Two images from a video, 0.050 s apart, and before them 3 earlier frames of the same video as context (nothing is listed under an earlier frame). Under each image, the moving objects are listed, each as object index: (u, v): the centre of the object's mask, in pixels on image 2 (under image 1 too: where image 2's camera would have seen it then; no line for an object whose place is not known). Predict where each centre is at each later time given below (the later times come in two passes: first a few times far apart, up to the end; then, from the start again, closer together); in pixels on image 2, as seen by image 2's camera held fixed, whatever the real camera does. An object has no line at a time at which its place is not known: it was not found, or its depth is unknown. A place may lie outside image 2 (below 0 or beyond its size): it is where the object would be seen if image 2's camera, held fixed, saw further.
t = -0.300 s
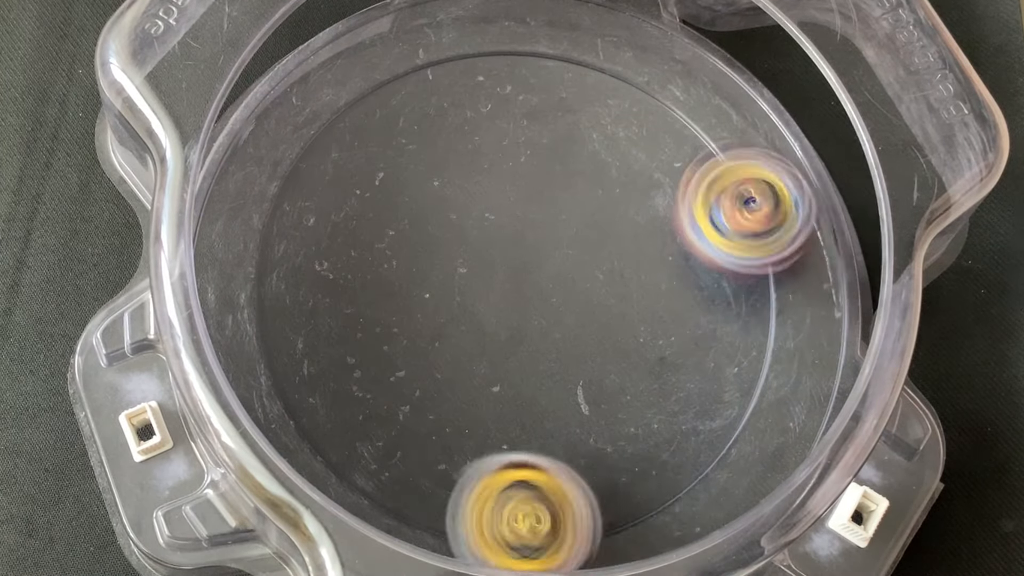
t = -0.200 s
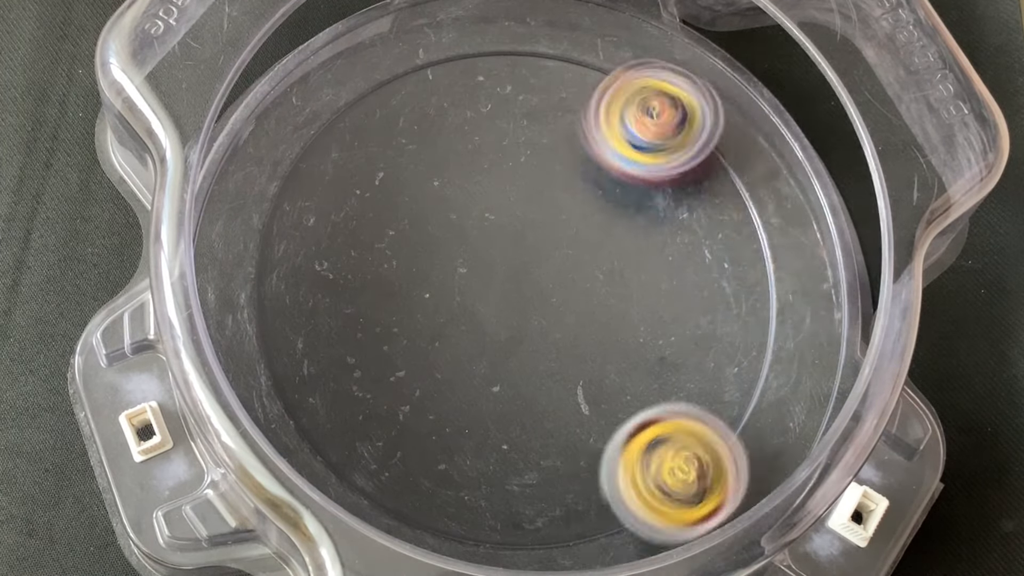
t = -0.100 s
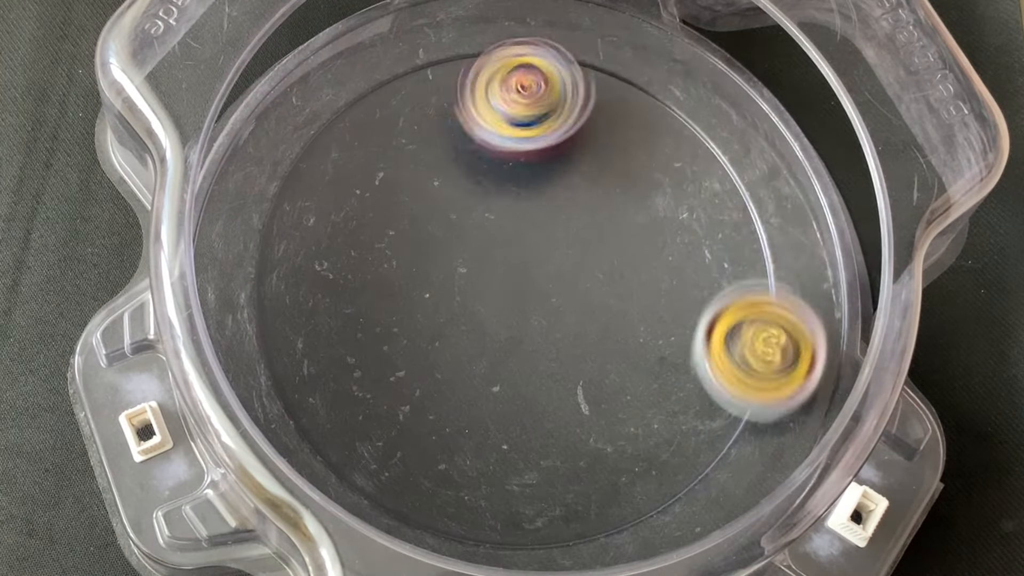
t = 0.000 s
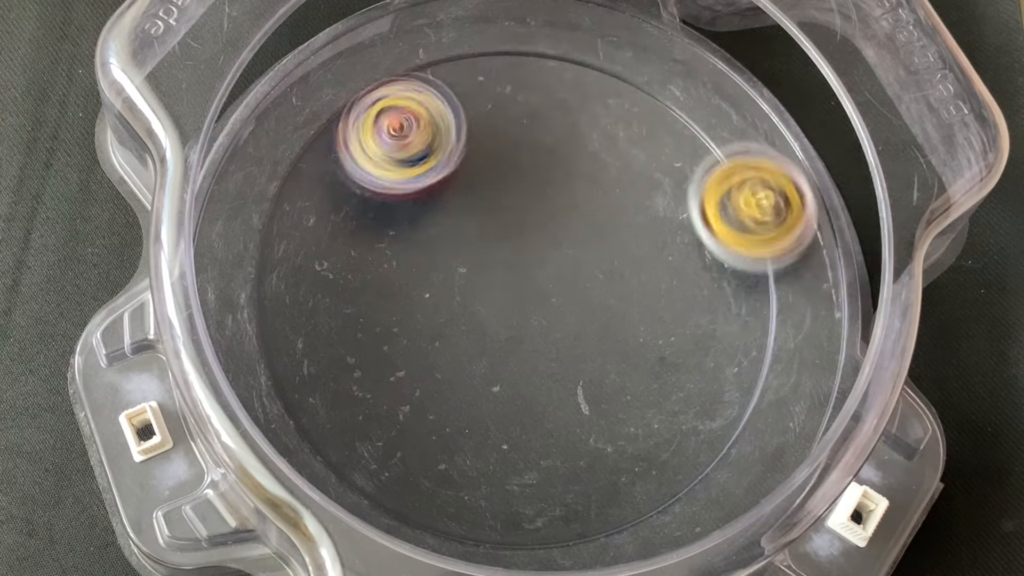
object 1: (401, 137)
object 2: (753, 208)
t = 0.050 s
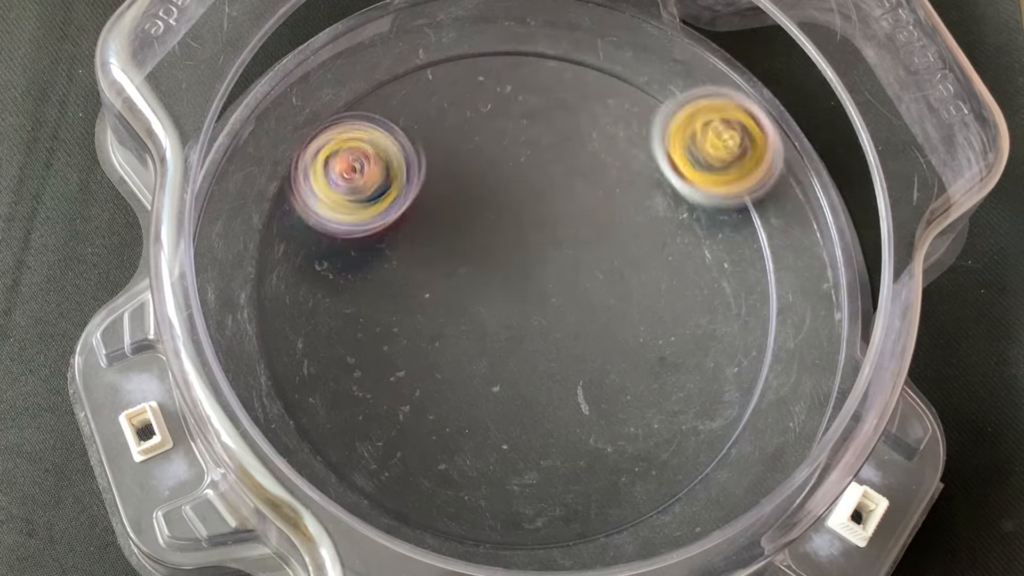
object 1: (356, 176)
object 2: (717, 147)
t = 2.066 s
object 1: (397, 189)
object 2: (762, 284)
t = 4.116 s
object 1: (423, 166)
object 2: (663, 459)
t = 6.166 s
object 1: (507, 143)
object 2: (513, 474)
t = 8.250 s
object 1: (561, 171)
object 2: (518, 443)
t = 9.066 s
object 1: (636, 285)
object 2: (361, 332)
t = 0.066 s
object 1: (344, 193)
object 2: (701, 129)
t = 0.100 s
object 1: (324, 229)
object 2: (667, 98)
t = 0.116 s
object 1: (315, 248)
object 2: (645, 85)
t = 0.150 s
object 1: (306, 289)
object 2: (603, 65)
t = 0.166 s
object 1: (305, 310)
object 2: (579, 57)
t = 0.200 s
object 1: (313, 353)
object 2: (531, 49)
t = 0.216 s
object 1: (320, 374)
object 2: (507, 49)
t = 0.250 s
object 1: (342, 412)
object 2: (458, 54)
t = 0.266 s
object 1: (356, 429)
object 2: (435, 61)
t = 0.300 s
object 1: (390, 456)
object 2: (390, 78)
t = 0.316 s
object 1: (410, 467)
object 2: (369, 89)
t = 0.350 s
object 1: (454, 480)
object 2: (333, 119)
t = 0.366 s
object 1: (476, 483)
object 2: (317, 138)
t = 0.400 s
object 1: (519, 482)
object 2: (293, 179)
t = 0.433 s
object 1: (562, 473)
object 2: (274, 224)
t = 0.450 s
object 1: (582, 465)
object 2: (270, 248)
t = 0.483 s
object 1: (617, 443)
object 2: (267, 295)
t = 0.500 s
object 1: (631, 429)
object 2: (271, 321)
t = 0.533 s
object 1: (654, 398)
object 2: (288, 366)
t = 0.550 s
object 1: (664, 381)
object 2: (299, 388)
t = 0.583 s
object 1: (676, 345)
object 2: (331, 427)
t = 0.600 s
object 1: (679, 327)
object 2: (348, 444)
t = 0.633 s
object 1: (679, 292)
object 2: (391, 475)
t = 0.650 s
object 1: (676, 275)
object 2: (412, 487)
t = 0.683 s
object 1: (668, 237)
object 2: (460, 504)
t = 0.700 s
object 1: (661, 219)
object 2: (484, 509)
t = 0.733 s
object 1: (641, 185)
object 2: (535, 513)
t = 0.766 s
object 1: (619, 156)
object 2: (585, 509)
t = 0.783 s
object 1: (606, 143)
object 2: (607, 504)
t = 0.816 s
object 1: (576, 123)
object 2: (653, 487)
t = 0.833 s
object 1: (562, 115)
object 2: (671, 475)
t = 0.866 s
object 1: (530, 104)
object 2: (704, 442)
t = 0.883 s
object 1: (514, 101)
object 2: (717, 425)
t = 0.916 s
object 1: (481, 100)
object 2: (740, 384)
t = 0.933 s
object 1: (466, 102)
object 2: (748, 364)
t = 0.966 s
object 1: (434, 112)
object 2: (758, 320)
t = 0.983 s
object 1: (416, 119)
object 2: (760, 300)
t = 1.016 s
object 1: (388, 137)
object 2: (759, 256)
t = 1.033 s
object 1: (376, 149)
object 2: (755, 236)
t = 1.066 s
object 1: (357, 173)
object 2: (740, 194)
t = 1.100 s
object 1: (345, 204)
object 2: (719, 157)
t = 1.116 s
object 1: (341, 221)
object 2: (706, 139)
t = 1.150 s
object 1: (340, 255)
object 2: (676, 110)
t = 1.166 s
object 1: (342, 274)
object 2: (658, 98)
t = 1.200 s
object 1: (353, 309)
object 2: (621, 78)
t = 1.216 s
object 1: (363, 326)
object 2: (600, 71)
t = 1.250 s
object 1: (384, 357)
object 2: (556, 61)
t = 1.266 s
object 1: (398, 370)
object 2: (533, 58)
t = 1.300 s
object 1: (431, 393)
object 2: (487, 58)
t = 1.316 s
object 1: (447, 401)
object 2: (463, 61)
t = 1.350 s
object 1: (484, 415)
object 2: (419, 71)
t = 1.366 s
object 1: (503, 419)
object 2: (397, 80)
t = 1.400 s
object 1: (539, 421)
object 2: (357, 101)
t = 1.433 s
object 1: (577, 417)
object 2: (322, 131)
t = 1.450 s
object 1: (595, 413)
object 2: (308, 147)
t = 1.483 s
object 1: (626, 400)
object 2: (286, 188)
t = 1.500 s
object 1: (642, 391)
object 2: (279, 210)
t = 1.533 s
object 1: (669, 370)
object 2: (271, 257)
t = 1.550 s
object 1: (680, 357)
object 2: (269, 280)
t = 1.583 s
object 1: (700, 330)
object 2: (274, 329)
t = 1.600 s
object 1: (705, 315)
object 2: (280, 352)
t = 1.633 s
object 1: (712, 284)
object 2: (304, 394)
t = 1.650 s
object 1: (714, 268)
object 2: (319, 414)
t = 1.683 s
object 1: (709, 236)
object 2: (354, 446)
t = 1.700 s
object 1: (704, 222)
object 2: (374, 461)
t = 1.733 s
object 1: (690, 194)
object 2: (416, 483)
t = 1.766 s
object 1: (669, 172)
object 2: (463, 500)
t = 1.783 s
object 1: (657, 161)
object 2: (487, 504)
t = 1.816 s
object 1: (630, 141)
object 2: (538, 508)
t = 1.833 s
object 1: (613, 135)
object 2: (562, 506)
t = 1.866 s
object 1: (581, 124)
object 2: (611, 495)
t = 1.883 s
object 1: (564, 122)
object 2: (633, 487)
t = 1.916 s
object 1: (530, 123)
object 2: (674, 461)
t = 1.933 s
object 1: (513, 125)
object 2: (694, 447)
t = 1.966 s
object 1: (478, 133)
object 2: (726, 413)
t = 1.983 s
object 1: (462, 139)
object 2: (739, 393)
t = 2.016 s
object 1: (433, 155)
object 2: (759, 352)
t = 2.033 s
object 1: (420, 167)
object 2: (762, 330)
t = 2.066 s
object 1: (397, 189)
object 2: (762, 284)
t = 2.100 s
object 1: (380, 216)
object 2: (754, 239)
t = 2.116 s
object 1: (373, 231)
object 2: (747, 217)
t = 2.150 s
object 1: (362, 261)
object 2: (728, 178)
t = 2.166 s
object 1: (360, 277)
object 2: (716, 159)
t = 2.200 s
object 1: (359, 308)
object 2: (685, 126)
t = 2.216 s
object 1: (361, 324)
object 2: (669, 113)
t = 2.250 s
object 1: (369, 353)
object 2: (631, 89)
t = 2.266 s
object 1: (375, 369)
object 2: (612, 80)
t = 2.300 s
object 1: (393, 395)
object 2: (570, 66)
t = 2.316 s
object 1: (404, 408)
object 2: (546, 61)
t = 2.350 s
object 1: (431, 428)
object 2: (503, 58)
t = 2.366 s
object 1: (446, 436)
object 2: (480, 59)
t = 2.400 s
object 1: (478, 447)
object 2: (436, 66)
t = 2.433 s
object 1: (513, 453)
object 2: (394, 81)
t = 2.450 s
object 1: (531, 452)
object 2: (374, 91)
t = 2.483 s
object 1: (566, 445)
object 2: (339, 115)
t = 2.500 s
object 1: (583, 439)
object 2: (323, 131)
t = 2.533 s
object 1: (615, 420)
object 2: (296, 165)
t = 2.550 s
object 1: (629, 408)
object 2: (286, 185)
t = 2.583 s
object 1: (650, 380)
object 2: (272, 229)
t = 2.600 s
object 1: (658, 364)
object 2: (268, 251)
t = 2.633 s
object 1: (669, 330)
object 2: (268, 297)
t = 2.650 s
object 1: (672, 314)
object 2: (271, 321)
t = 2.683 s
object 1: (671, 279)
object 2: (287, 364)
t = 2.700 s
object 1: (668, 262)
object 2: (298, 385)
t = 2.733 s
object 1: (657, 228)
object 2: (326, 424)
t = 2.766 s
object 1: (641, 199)
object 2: (362, 457)
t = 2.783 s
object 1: (631, 185)
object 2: (383, 472)
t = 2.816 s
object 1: (610, 161)
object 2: (425, 494)
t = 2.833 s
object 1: (597, 150)
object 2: (450, 502)
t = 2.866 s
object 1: (571, 134)
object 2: (499, 513)
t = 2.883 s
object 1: (557, 127)
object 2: (522, 515)
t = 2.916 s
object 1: (530, 116)
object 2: (570, 512)
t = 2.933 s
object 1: (514, 113)
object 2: (594, 508)
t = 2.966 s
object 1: (486, 110)
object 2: (638, 493)
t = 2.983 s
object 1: (472, 110)
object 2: (659, 482)
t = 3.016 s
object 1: (443, 116)
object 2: (697, 453)
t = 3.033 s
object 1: (428, 119)
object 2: (713, 436)
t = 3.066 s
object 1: (403, 131)
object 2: (739, 399)
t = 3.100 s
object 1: (379, 150)
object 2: (757, 357)
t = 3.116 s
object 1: (368, 159)
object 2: (763, 335)
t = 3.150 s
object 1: (352, 184)
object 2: (767, 292)
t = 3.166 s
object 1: (347, 199)
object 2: (765, 270)
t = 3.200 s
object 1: (339, 230)
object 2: (757, 227)
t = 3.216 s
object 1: (339, 247)
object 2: (749, 207)
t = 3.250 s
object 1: (344, 282)
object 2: (729, 169)
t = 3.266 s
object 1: (349, 299)
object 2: (716, 151)
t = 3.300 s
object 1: (366, 332)
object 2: (688, 121)
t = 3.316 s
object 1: (379, 348)
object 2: (671, 107)
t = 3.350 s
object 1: (407, 372)
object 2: (633, 85)
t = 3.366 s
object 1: (423, 381)
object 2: (614, 76)
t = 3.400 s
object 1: (454, 396)
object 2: (573, 63)
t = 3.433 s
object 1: (489, 404)
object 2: (529, 56)
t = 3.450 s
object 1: (507, 408)
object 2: (508, 54)
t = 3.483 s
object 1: (542, 408)
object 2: (465, 57)
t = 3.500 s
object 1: (561, 406)
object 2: (444, 62)
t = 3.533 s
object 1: (594, 399)
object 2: (403, 76)
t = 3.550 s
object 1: (610, 392)
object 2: (385, 85)
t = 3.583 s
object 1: (640, 376)
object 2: (350, 108)
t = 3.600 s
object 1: (654, 366)
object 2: (334, 123)
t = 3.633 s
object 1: (676, 343)
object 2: (307, 155)
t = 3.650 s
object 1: (685, 331)
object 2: (296, 171)
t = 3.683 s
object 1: (700, 303)
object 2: (280, 210)
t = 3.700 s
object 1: (704, 290)
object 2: (273, 232)
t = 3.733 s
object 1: (707, 259)
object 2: (268, 273)
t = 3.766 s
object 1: (704, 230)
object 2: (272, 317)
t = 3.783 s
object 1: (699, 215)
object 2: (277, 340)
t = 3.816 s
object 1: (686, 187)
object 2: (295, 381)
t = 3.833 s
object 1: (676, 174)
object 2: (307, 399)
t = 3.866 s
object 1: (653, 152)
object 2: (339, 435)
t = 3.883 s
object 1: (641, 142)
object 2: (357, 451)
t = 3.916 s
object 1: (612, 128)
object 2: (396, 477)
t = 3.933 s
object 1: (595, 121)
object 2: (418, 487)
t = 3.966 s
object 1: (563, 116)
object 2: (465, 501)
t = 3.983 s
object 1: (545, 117)
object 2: (489, 506)
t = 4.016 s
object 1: (511, 120)
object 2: (536, 508)
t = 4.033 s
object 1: (495, 124)
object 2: (559, 505)
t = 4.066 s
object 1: (462, 136)
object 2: (604, 493)
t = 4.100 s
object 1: (435, 153)
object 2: (645, 472)
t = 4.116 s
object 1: (423, 166)
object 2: (663, 459)
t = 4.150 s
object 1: (401, 188)
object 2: (695, 427)
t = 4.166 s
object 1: (391, 200)
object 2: (709, 409)
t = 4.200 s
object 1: (376, 226)
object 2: (731, 370)
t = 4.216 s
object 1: (369, 242)
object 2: (737, 350)
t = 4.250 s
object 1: (360, 271)
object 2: (746, 309)
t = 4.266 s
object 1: (359, 286)
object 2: (747, 288)
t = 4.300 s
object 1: (360, 316)
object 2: (741, 245)
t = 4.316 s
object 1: (361, 331)
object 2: (736, 225)
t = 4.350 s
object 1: (370, 360)
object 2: (719, 186)
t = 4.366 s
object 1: (377, 373)
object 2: (709, 169)
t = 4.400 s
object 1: (394, 398)
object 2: (682, 137)
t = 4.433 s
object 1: (415, 420)
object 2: (648, 110)
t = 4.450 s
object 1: (428, 429)
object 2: (631, 99)
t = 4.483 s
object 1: (457, 444)
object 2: (593, 81)
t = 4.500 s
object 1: (474, 450)
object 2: (573, 75)
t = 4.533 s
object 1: (508, 455)
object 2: (532, 67)
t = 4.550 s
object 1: (526, 454)
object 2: (510, 65)
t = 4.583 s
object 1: (560, 448)
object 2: (469, 67)
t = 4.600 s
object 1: (577, 442)
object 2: (449, 70)
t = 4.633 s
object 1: (607, 423)
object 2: (411, 83)
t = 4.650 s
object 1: (619, 412)
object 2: (393, 92)
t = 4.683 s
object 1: (640, 384)
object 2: (359, 115)
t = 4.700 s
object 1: (649, 369)
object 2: (344, 129)
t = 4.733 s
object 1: (661, 336)
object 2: (319, 158)
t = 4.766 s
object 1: (665, 303)
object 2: (299, 194)
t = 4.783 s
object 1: (663, 286)
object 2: (292, 214)
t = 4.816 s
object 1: (658, 254)
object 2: (283, 255)
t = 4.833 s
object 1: (655, 238)
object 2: (282, 275)
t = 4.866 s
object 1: (641, 209)
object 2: (286, 317)
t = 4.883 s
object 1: (633, 194)
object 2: (292, 337)
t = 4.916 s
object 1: (614, 169)
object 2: (310, 377)
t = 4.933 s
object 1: (603, 158)
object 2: (321, 396)
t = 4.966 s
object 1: (580, 138)
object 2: (351, 429)
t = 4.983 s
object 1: (567, 129)
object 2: (367, 444)
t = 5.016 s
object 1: (540, 114)
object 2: (407, 467)
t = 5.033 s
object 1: (527, 111)
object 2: (428, 476)
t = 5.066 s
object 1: (499, 104)
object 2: (473, 488)
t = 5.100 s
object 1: (471, 103)
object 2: (518, 491)
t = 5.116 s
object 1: (457, 103)
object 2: (541, 490)
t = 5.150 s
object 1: (431, 110)
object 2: (584, 481)
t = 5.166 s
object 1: (418, 116)
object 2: (605, 474)
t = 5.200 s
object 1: (393, 131)
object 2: (643, 453)
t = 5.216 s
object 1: (382, 140)
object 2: (661, 440)
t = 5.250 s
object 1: (364, 163)
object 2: (692, 411)
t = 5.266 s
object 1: (357, 176)
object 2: (704, 394)
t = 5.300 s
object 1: (346, 205)
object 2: (724, 359)
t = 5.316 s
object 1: (343, 221)
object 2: (730, 340)
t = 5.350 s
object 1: (345, 253)
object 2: (737, 300)
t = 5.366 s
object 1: (349, 270)
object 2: (738, 279)
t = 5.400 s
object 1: (362, 302)
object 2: (731, 239)
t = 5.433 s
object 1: (380, 332)
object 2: (718, 201)
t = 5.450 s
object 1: (391, 346)
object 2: (708, 184)
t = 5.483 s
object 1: (419, 370)
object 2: (685, 152)
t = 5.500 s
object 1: (433, 378)
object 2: (671, 139)
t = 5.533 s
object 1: (465, 392)
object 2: (639, 115)
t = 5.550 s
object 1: (482, 398)
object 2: (622, 106)
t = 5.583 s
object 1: (515, 406)
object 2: (584, 91)
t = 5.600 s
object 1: (532, 407)
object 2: (564, 86)
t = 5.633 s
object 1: (564, 408)
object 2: (524, 80)
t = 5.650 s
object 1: (581, 406)
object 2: (504, 80)
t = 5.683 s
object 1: (612, 397)
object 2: (466, 84)
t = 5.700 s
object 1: (626, 392)
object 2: (447, 89)
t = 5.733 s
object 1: (651, 376)
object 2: (411, 104)
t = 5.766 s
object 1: (673, 357)
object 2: (379, 125)
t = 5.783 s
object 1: (683, 347)
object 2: (365, 139)
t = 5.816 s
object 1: (698, 325)
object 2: (340, 168)
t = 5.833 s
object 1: (702, 311)
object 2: (330, 185)
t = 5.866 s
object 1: (708, 285)
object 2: (315, 221)
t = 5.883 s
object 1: (708, 270)
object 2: (311, 239)
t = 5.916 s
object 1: (704, 241)
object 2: (307, 278)
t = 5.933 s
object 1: (699, 228)
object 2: (308, 298)
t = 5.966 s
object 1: (684, 201)
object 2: (317, 336)
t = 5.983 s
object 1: (673, 188)
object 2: (325, 356)
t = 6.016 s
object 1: (649, 167)
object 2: (346, 392)
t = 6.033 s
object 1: (635, 160)
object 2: (359, 407)
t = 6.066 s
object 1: (606, 146)
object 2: (392, 435)
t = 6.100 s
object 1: (573, 140)
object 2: (429, 456)
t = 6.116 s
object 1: (556, 140)
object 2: (449, 463)
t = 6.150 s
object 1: (523, 142)
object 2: (491, 472)
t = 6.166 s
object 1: (507, 143)
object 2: (513, 474)
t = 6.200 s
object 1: (475, 152)
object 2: (554, 471)
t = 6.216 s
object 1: (461, 160)
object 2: (575, 467)
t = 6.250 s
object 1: (435, 174)
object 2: (613, 453)
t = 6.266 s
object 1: (422, 184)
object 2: (631, 443)
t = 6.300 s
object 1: (401, 204)
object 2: (663, 419)
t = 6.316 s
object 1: (391, 215)
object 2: (677, 405)
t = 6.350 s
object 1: (375, 238)
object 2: (699, 372)
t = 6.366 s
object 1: (369, 251)
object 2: (708, 355)
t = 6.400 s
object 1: (358, 277)
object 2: (719, 319)
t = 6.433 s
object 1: (354, 305)
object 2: (722, 282)
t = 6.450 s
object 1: (354, 318)
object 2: (720, 263)
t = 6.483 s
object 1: (359, 344)
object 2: (710, 227)
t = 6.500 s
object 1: (362, 357)
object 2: (702, 209)
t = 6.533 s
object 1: (375, 381)
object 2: (682, 178)
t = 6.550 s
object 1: (383, 391)
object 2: (669, 164)
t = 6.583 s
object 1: (403, 411)
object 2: (640, 140)
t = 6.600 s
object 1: (416, 420)
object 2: (624, 130)
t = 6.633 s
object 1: (446, 432)
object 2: (590, 114)
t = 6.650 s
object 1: (461, 437)
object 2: (571, 108)
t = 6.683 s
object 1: (496, 438)
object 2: (534, 101)
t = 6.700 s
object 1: (512, 437)
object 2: (515, 100)
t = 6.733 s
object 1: (547, 428)
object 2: (478, 103)
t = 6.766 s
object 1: (577, 410)
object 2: (442, 112)
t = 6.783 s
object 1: (590, 400)
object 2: (425, 119)
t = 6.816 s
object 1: (612, 375)
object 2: (394, 139)
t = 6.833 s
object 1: (620, 362)
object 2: (380, 151)
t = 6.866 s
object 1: (634, 333)
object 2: (356, 178)
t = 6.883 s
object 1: (638, 317)
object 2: (346, 194)
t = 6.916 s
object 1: (643, 286)
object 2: (331, 227)
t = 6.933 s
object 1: (644, 271)
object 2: (326, 245)
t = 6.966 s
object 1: (641, 241)
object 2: (323, 282)
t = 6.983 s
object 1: (638, 227)
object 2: (324, 300)
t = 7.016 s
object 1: (630, 201)
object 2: (332, 337)
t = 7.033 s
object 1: (623, 188)
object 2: (340, 356)
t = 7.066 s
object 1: (610, 165)
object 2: (360, 389)
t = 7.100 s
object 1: (592, 144)
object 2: (388, 417)
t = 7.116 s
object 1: (584, 135)
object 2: (404, 429)
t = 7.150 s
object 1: (562, 118)
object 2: (440, 448)
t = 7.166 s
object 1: (551, 114)
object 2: (458, 454)
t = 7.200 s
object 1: (528, 103)
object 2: (497, 461)
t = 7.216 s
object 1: (515, 100)
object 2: (517, 462)
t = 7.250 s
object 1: (490, 97)
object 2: (555, 458)
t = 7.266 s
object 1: (478, 99)
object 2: (574, 453)
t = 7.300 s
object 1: (453, 105)
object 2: (609, 438)
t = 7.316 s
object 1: (439, 112)
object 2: (625, 428)
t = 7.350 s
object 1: (417, 128)
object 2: (653, 403)
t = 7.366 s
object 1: (406, 137)
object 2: (666, 389)
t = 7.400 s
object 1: (389, 162)
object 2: (685, 358)
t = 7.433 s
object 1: (379, 191)
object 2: (698, 324)
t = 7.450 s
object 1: (378, 206)
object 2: (701, 306)
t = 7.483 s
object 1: (377, 237)
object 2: (701, 271)
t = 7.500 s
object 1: (379, 252)
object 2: (697, 253)
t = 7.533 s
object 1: (388, 284)
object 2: (686, 219)
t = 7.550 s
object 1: (393, 298)
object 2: (677, 204)
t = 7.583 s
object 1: (408, 325)
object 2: (655, 175)
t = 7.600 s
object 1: (419, 336)
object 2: (642, 162)
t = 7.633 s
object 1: (439, 359)
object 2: (614, 141)
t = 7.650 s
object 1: (453, 369)
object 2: (598, 133)
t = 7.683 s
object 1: (479, 386)
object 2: (565, 121)
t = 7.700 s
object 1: (492, 392)
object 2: (547, 117)
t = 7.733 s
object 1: (519, 405)
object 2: (512, 113)
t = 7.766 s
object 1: (550, 412)
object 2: (478, 116)
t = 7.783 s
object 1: (564, 412)
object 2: (461, 120)
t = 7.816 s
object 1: (593, 412)
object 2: (429, 132)
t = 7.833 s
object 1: (608, 411)
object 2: (414, 140)
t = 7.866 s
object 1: (634, 402)
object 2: (387, 161)
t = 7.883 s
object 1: (645, 397)
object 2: (375, 173)
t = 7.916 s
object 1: (668, 382)
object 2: (355, 200)
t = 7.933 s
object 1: (676, 372)
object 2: (348, 215)
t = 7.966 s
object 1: (692, 350)
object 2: (337, 248)
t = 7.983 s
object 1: (698, 338)
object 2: (335, 265)
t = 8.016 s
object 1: (702, 310)
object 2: (336, 300)
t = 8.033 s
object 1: (701, 296)
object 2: (339, 317)
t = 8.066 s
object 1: (693, 268)
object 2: (352, 350)
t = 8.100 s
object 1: (678, 240)
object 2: (372, 381)
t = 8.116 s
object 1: (668, 229)
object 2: (385, 394)
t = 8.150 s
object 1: (646, 209)
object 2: (414, 417)
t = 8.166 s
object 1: (634, 201)
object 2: (431, 426)
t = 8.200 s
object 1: (605, 186)
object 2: (465, 438)
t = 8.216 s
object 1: (591, 179)
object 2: (483, 442)
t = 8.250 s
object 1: (561, 171)
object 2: (518, 443)
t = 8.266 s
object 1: (547, 168)
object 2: (535, 442)
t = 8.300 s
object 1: (518, 166)
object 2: (569, 434)
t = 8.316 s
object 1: (502, 166)
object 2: (585, 427)
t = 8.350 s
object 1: (474, 169)
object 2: (613, 409)
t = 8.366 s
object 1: (460, 171)
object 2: (626, 398)
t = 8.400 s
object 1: (434, 177)
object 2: (647, 374)
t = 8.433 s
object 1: (409, 187)
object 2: (665, 345)
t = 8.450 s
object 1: (399, 193)
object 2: (671, 329)
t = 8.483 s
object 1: (377, 208)
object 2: (678, 296)
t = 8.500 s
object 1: (369, 217)
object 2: (678, 280)
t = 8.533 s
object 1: (353, 235)
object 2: (673, 248)
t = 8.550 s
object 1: (346, 246)
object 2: (668, 233)
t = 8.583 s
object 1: (337, 268)
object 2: (653, 204)
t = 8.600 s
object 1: (334, 278)
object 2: (643, 190)
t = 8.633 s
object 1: (334, 302)
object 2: (620, 167)
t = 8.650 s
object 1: (338, 315)
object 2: (607, 157)
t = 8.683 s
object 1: (347, 340)
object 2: (579, 141)
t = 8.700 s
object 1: (355, 352)
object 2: (564, 135)
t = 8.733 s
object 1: (378, 373)
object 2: (532, 128)
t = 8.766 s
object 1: (405, 388)
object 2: (500, 128)
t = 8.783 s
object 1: (421, 394)
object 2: (484, 129)
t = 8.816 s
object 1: (453, 398)
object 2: (453, 137)
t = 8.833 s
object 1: (469, 397)
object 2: (438, 143)
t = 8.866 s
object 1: (502, 394)
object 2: (411, 159)
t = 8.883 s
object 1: (517, 389)
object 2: (399, 169)
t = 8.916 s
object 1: (548, 376)
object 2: (378, 192)
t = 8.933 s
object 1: (562, 369)
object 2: (370, 205)
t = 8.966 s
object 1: (586, 350)
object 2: (357, 235)
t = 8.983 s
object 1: (597, 341)
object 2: (354, 251)
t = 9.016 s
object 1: (615, 319)
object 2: (351, 283)
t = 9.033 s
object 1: (623, 307)
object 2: (352, 300)
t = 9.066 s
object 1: (636, 285)
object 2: (361, 332)
